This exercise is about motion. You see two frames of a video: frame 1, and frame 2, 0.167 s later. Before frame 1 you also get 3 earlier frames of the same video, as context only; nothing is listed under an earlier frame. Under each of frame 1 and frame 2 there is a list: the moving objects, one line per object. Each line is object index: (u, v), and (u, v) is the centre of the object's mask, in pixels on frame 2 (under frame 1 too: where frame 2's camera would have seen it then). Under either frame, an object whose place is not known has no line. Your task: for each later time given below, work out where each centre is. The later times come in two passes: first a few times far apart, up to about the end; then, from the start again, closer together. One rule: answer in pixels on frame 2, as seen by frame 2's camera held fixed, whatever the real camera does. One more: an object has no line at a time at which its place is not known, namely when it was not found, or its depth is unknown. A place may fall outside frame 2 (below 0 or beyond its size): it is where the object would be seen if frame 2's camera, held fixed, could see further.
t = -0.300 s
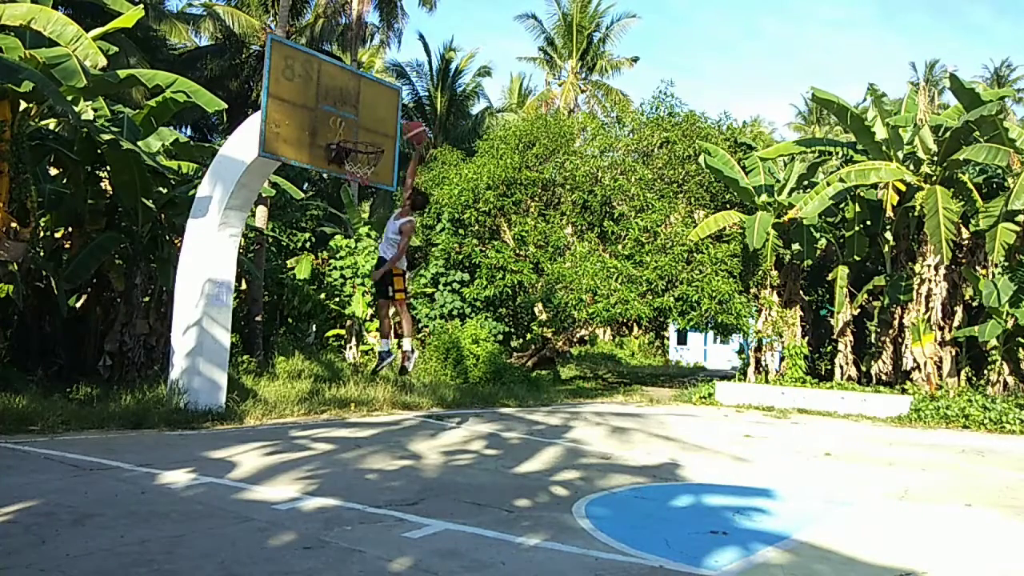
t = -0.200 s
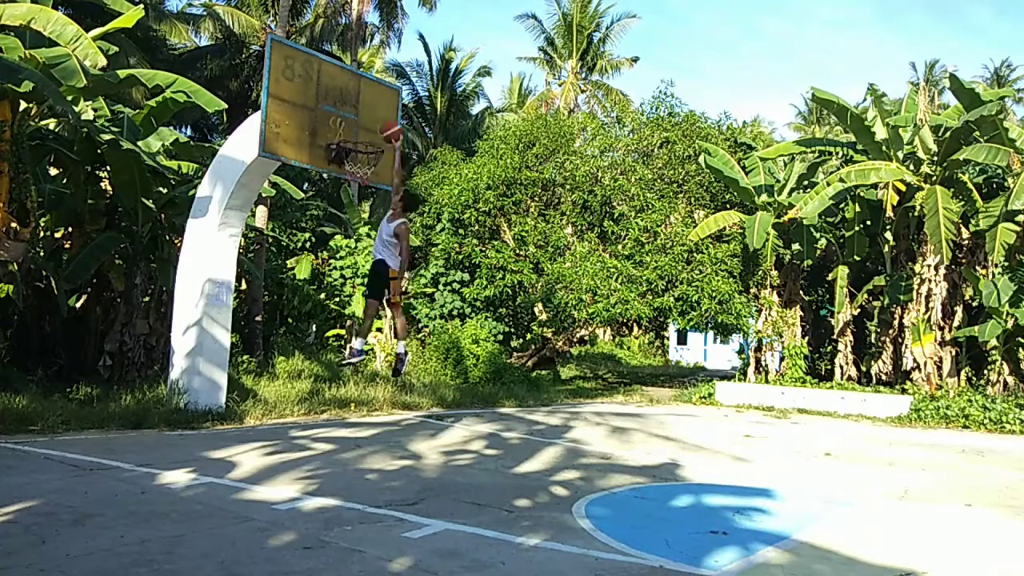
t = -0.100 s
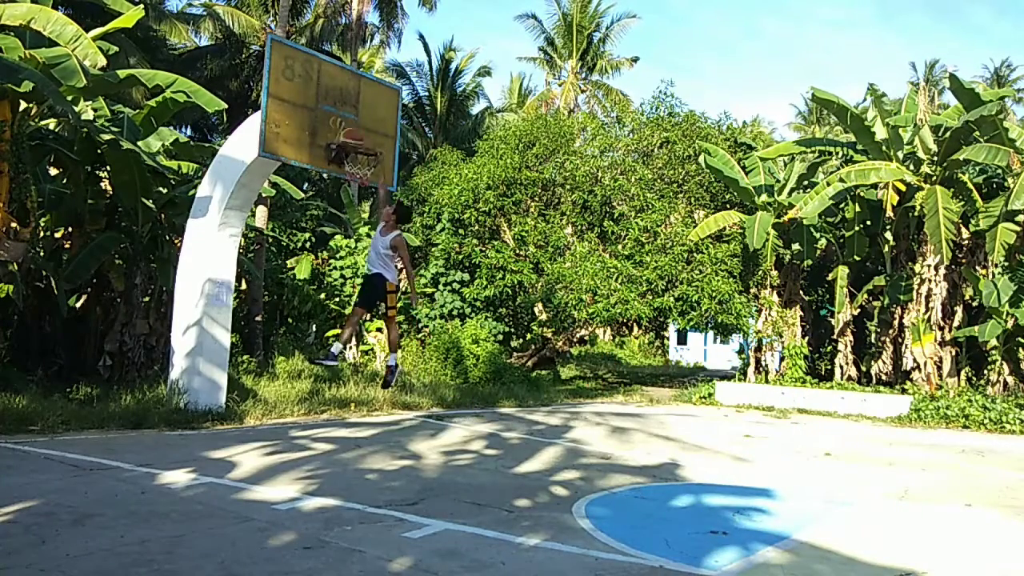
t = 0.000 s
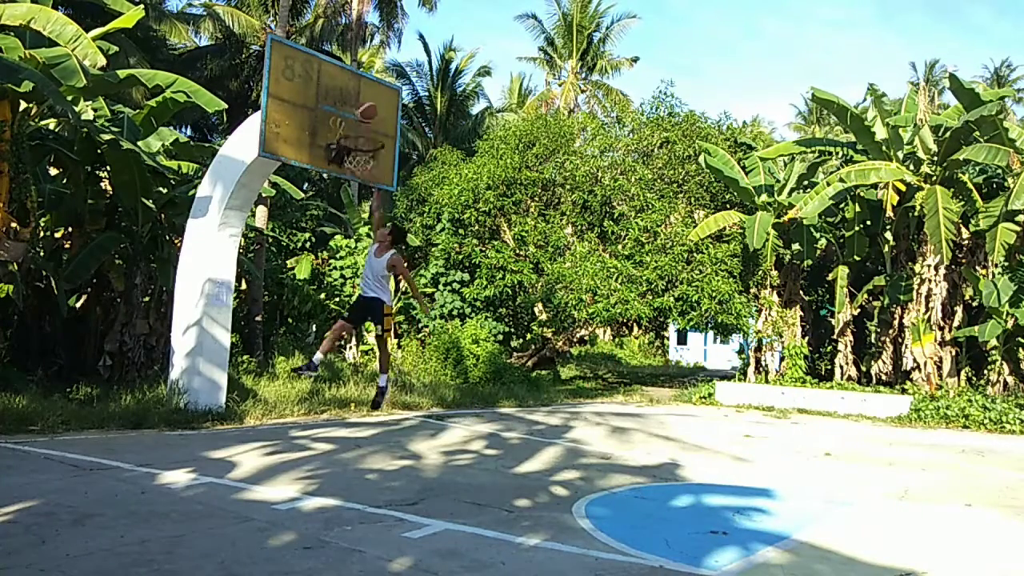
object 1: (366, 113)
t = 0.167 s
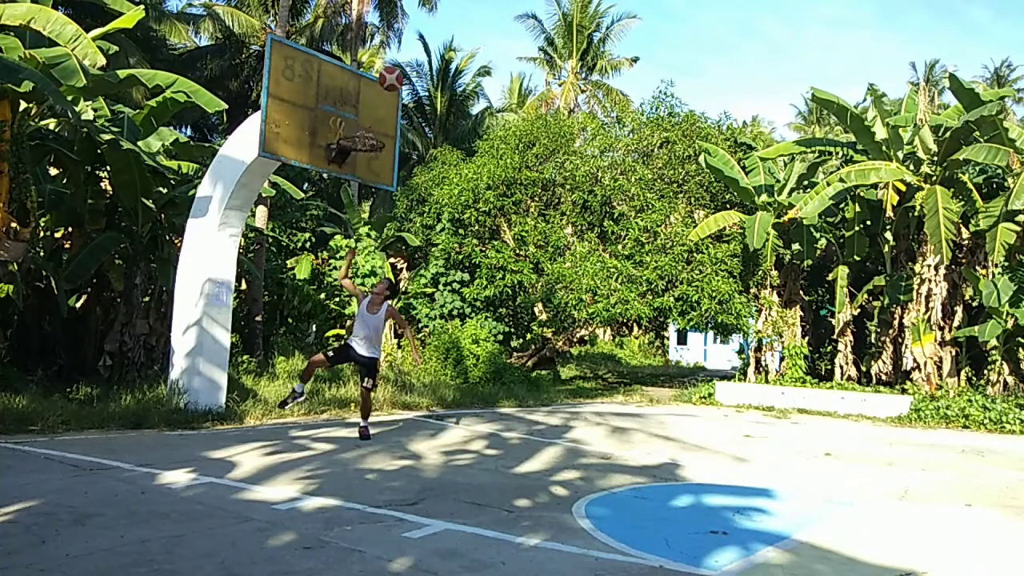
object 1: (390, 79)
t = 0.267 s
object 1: (405, 72)
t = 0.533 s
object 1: (446, 99)
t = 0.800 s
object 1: (485, 206)
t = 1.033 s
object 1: (519, 377)
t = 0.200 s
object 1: (396, 76)
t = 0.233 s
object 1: (400, 73)
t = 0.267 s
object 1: (405, 72)
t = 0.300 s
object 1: (410, 71)
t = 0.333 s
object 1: (415, 71)
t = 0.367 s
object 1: (420, 74)
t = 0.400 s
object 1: (425, 76)
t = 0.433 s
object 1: (431, 80)
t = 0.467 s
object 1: (435, 86)
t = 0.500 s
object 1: (441, 91)
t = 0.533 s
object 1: (446, 99)
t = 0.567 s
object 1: (451, 108)
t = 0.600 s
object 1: (455, 118)
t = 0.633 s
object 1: (460, 128)
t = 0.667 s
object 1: (466, 141)
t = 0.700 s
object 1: (470, 155)
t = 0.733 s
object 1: (474, 170)
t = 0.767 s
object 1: (479, 188)
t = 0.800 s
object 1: (485, 206)
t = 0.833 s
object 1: (490, 225)
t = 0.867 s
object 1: (494, 246)
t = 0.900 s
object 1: (498, 269)
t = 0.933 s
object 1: (503, 294)
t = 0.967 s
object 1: (509, 319)
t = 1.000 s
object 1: (514, 347)
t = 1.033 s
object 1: (519, 377)
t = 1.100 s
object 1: (527, 440)
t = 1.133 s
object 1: (530, 461)
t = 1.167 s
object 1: (531, 433)
